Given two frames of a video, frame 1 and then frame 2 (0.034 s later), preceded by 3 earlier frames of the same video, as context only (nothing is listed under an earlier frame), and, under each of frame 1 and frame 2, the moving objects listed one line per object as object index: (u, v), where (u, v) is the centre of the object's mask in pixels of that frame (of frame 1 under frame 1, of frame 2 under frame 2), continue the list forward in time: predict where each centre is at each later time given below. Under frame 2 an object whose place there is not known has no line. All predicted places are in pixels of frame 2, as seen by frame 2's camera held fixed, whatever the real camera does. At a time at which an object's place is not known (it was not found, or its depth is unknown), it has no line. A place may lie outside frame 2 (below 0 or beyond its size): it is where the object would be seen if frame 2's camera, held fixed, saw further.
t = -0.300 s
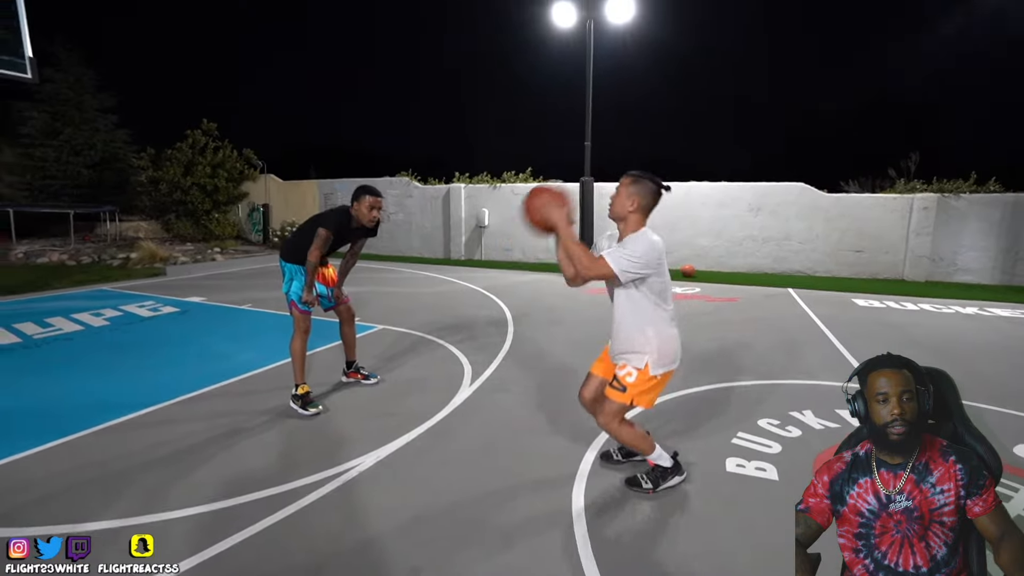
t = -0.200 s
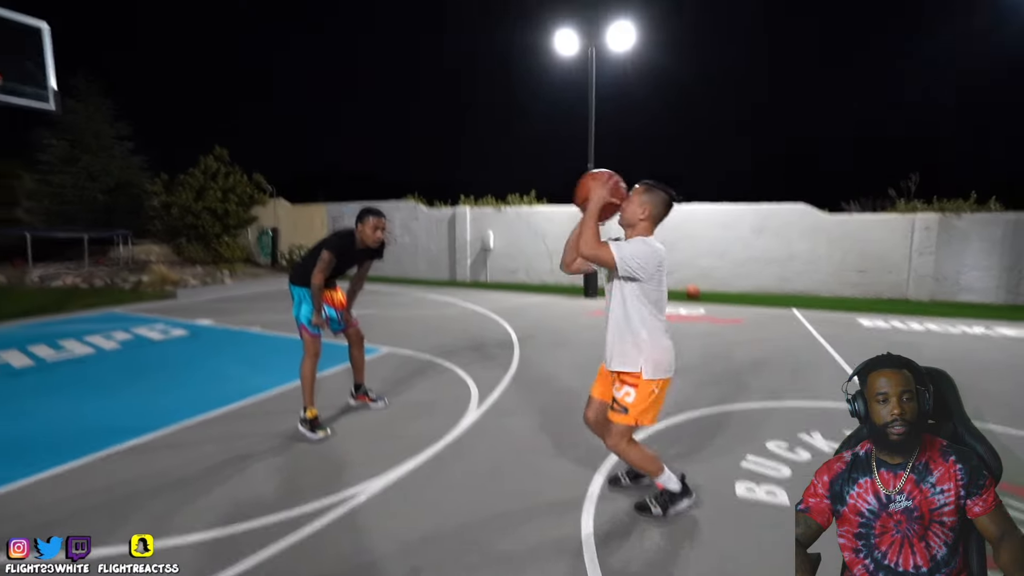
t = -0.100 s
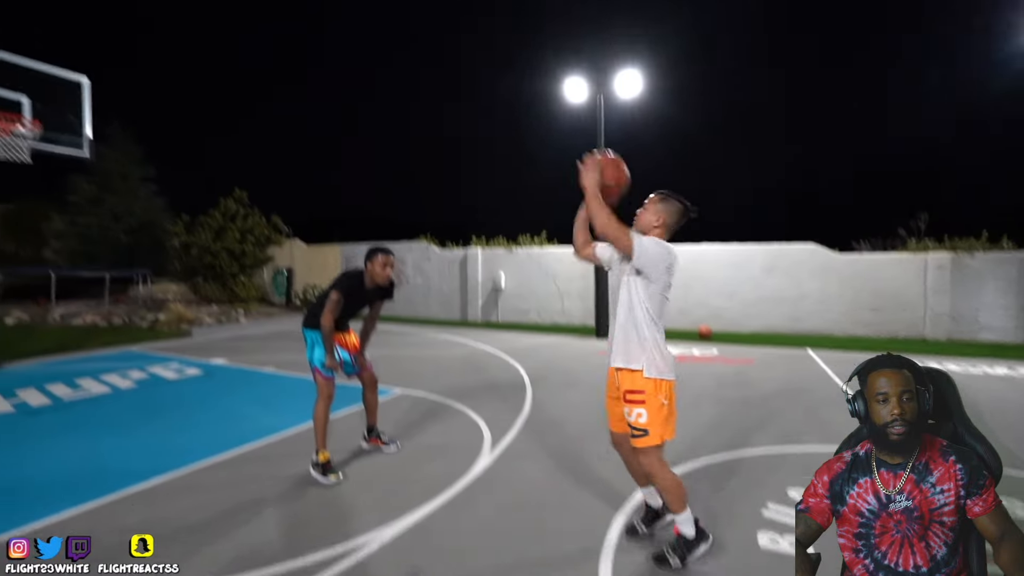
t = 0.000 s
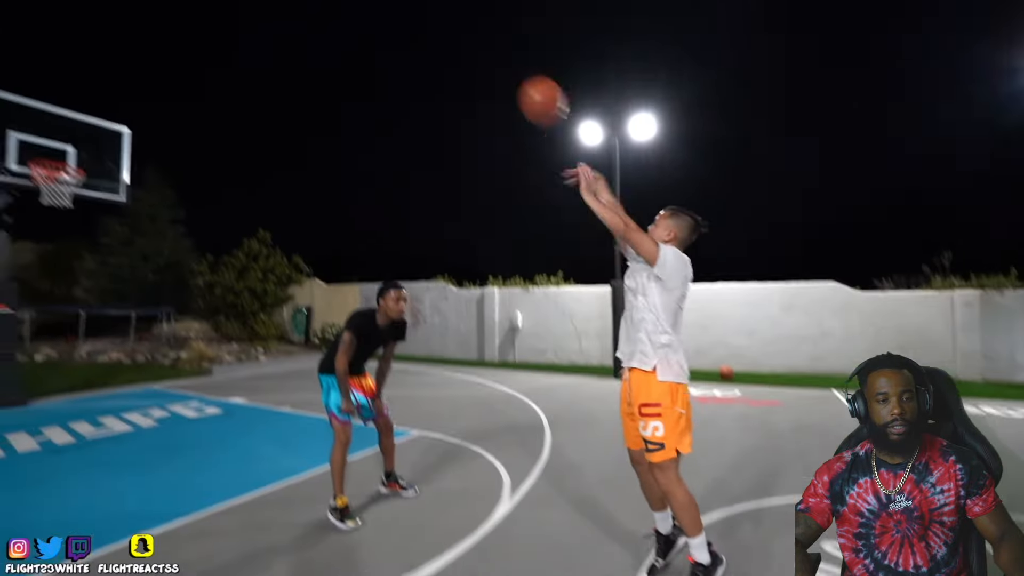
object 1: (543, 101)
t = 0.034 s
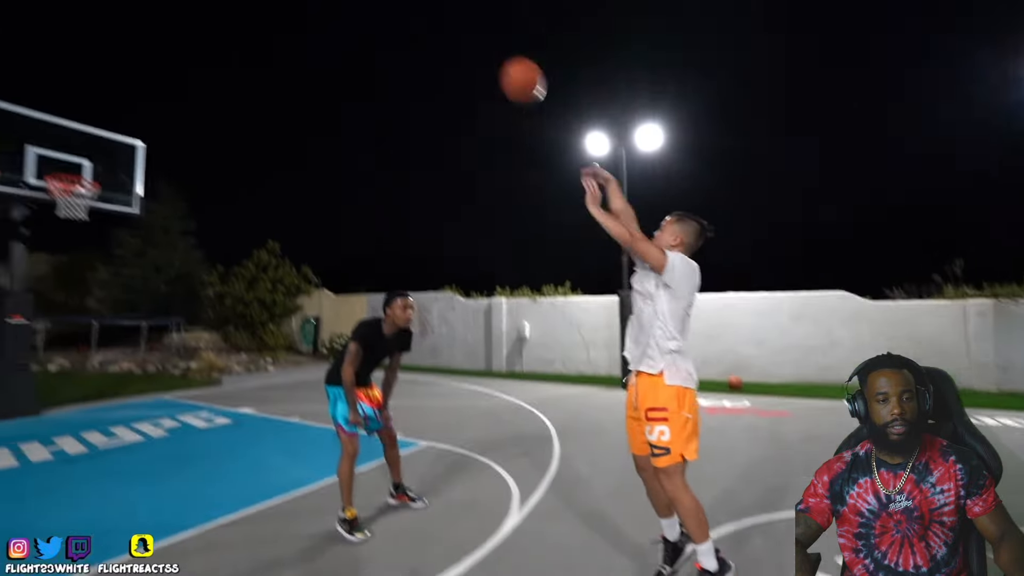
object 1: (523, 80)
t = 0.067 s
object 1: (498, 54)
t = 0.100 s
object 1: (477, 30)
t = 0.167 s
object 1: (438, 14)
